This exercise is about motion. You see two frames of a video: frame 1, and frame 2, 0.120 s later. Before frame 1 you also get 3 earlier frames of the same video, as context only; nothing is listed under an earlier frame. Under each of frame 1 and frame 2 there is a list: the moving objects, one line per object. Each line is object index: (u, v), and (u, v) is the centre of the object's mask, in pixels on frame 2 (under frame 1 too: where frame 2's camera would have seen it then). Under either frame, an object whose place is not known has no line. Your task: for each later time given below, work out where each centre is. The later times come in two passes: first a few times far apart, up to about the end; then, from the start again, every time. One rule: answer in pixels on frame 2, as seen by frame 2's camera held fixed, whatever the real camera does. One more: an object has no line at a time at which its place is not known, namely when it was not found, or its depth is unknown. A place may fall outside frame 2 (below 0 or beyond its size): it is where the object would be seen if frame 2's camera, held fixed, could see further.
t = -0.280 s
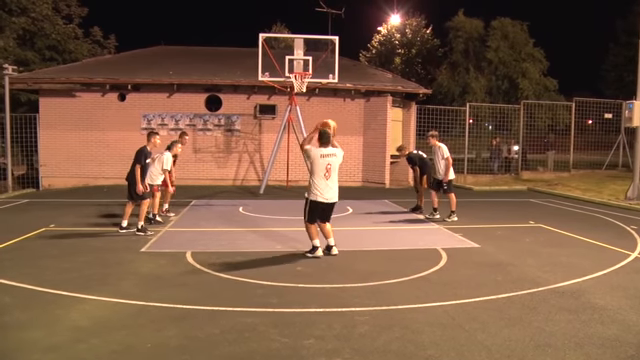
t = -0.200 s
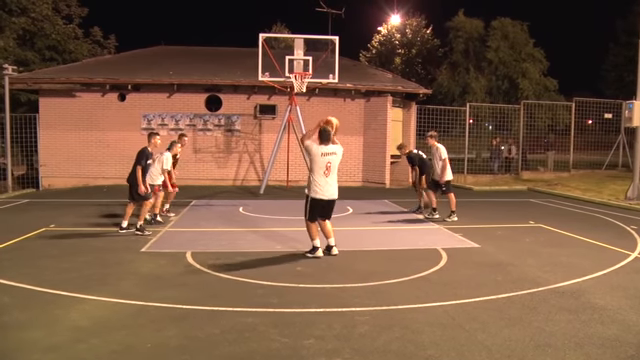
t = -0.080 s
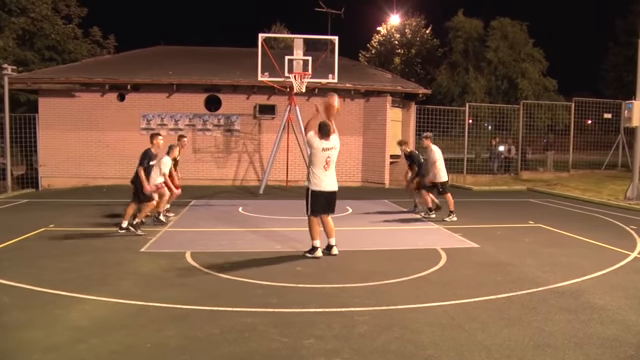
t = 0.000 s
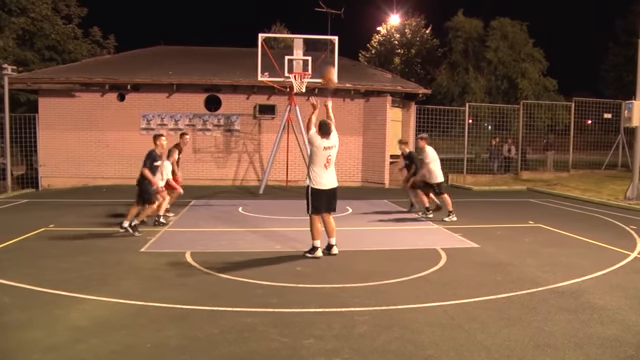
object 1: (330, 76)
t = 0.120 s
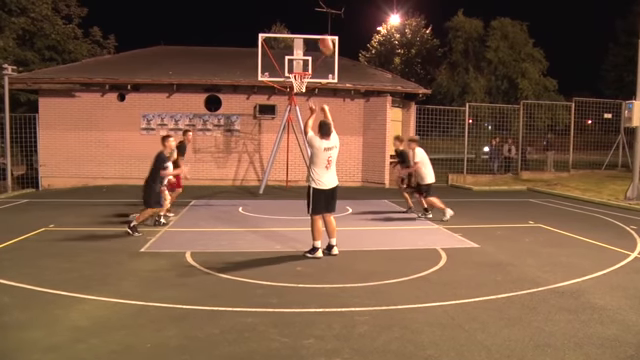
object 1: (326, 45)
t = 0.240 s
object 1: (321, 24)
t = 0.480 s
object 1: (313, 12)
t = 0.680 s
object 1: (307, 24)
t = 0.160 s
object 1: (324, 37)
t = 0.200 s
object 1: (322, 28)
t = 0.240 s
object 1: (321, 24)
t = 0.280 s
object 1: (320, 20)
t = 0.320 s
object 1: (318, 16)
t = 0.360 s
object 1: (317, 14)
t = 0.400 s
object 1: (315, 13)
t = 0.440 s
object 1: (314, 12)
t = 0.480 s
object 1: (313, 12)
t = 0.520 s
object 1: (312, 13)
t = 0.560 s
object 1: (311, 15)
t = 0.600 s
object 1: (309, 18)
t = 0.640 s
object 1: (308, 20)
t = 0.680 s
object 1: (307, 24)
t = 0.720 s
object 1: (307, 28)
